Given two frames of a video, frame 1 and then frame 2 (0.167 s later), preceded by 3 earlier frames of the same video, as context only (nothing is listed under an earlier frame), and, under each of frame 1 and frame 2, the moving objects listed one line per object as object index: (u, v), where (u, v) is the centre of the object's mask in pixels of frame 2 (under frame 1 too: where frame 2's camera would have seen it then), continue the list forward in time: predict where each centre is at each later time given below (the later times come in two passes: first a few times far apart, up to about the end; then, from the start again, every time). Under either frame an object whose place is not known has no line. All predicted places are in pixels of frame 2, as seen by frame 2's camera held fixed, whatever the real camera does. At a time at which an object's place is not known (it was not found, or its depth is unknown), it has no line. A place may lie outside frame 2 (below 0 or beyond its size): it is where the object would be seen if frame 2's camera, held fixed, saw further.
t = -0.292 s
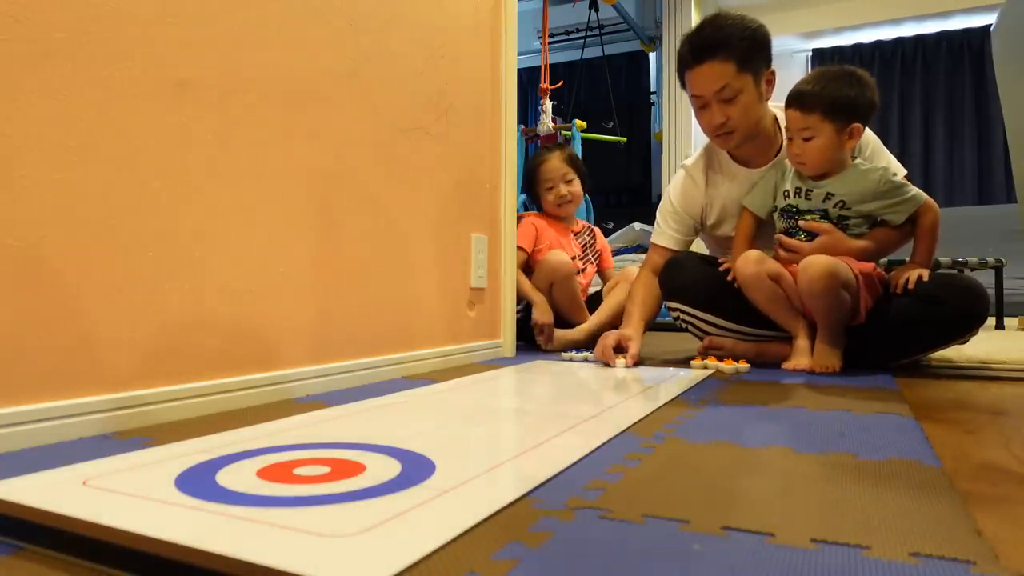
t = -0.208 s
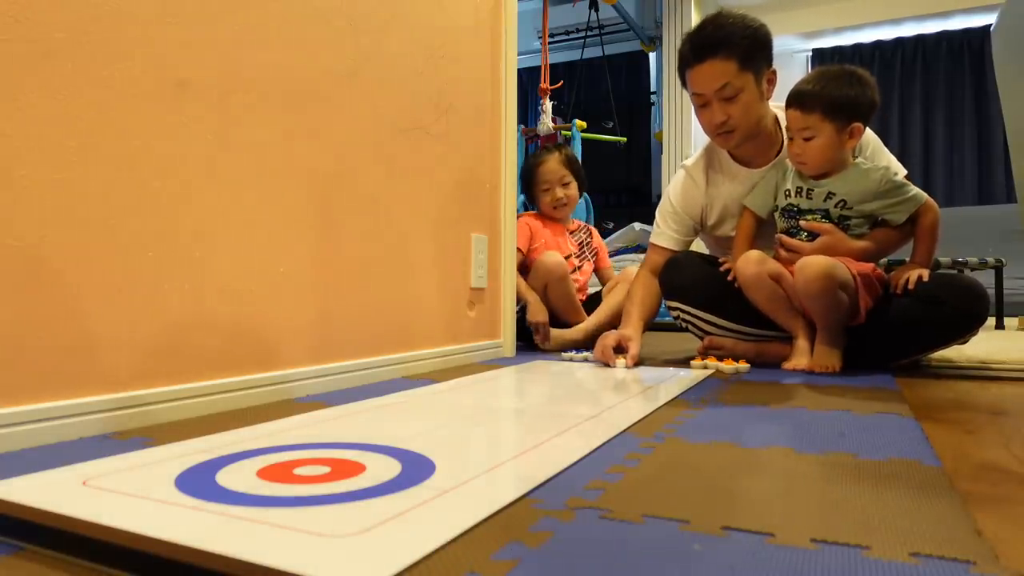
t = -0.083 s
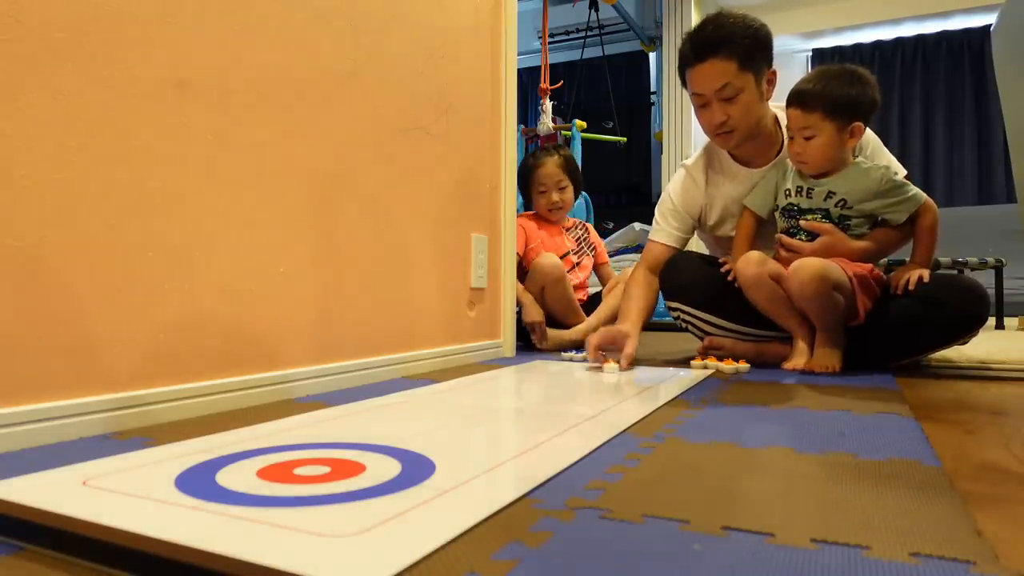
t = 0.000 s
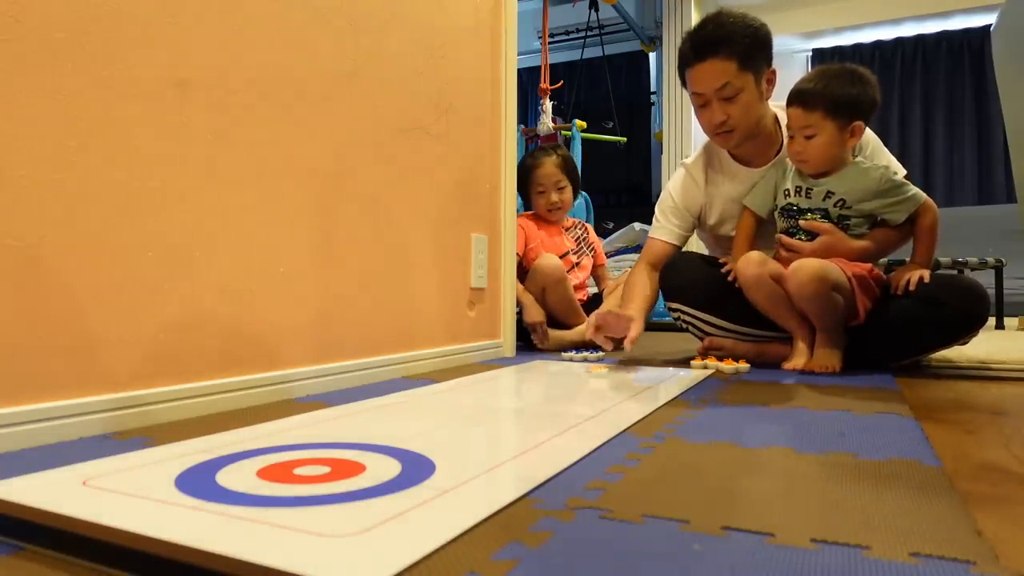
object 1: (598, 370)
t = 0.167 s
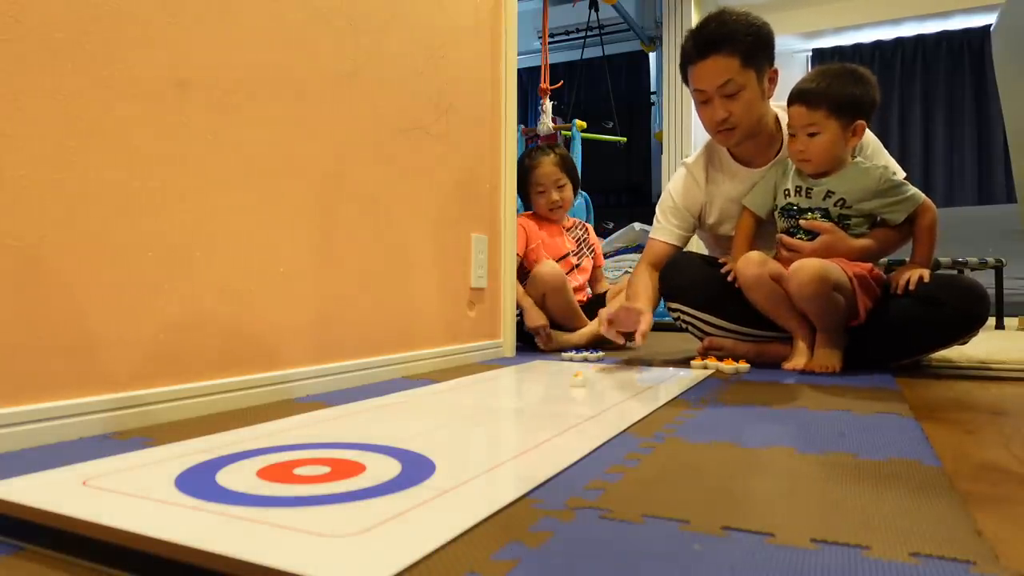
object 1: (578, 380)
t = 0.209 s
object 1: (573, 382)
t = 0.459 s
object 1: (531, 398)
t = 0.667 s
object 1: (490, 411)
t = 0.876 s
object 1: (447, 426)
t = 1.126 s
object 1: (396, 441)
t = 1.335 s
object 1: (357, 453)
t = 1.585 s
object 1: (322, 465)
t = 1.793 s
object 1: (308, 470)
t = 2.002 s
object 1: (308, 471)
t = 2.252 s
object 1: (308, 471)
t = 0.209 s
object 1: (573, 382)
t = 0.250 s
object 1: (565, 384)
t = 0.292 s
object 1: (559, 387)
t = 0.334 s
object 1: (552, 390)
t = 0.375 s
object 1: (545, 392)
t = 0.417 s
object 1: (539, 395)
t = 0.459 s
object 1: (531, 398)
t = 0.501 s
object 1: (523, 400)
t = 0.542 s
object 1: (515, 403)
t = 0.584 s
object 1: (507, 406)
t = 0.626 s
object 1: (499, 408)
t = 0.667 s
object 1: (490, 411)
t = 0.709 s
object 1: (482, 414)
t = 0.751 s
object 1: (472, 417)
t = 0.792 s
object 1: (465, 421)
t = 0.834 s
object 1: (456, 424)
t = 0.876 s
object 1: (447, 426)
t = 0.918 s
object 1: (439, 428)
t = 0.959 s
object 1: (430, 431)
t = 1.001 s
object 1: (421, 434)
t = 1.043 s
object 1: (413, 437)
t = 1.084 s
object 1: (404, 439)
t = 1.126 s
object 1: (396, 441)
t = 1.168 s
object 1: (387, 444)
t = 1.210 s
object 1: (379, 446)
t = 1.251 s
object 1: (371, 449)
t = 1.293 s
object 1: (365, 451)
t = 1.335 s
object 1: (357, 453)
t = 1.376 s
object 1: (350, 456)
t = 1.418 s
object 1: (344, 459)
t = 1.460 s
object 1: (338, 460)
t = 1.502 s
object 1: (332, 463)
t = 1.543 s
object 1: (326, 464)
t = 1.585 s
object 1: (322, 465)
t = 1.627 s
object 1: (318, 467)
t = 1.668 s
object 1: (314, 468)
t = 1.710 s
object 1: (312, 469)
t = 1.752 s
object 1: (310, 470)
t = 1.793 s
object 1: (308, 470)
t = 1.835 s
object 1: (308, 470)
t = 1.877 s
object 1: (308, 470)
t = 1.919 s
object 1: (308, 470)
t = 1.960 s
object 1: (308, 470)
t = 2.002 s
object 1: (308, 471)
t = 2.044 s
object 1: (308, 470)
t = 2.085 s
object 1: (308, 471)
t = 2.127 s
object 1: (308, 471)
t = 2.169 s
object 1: (308, 471)
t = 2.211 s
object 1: (308, 471)
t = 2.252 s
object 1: (308, 471)
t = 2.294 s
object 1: (308, 471)
